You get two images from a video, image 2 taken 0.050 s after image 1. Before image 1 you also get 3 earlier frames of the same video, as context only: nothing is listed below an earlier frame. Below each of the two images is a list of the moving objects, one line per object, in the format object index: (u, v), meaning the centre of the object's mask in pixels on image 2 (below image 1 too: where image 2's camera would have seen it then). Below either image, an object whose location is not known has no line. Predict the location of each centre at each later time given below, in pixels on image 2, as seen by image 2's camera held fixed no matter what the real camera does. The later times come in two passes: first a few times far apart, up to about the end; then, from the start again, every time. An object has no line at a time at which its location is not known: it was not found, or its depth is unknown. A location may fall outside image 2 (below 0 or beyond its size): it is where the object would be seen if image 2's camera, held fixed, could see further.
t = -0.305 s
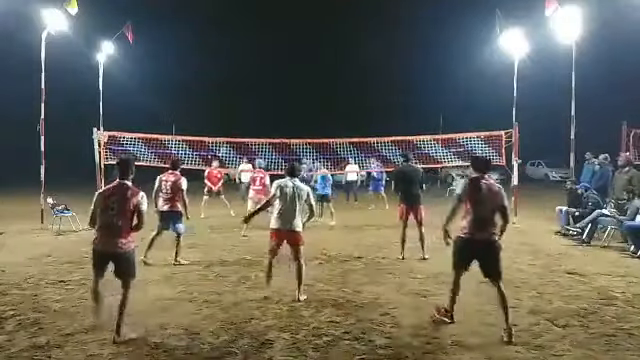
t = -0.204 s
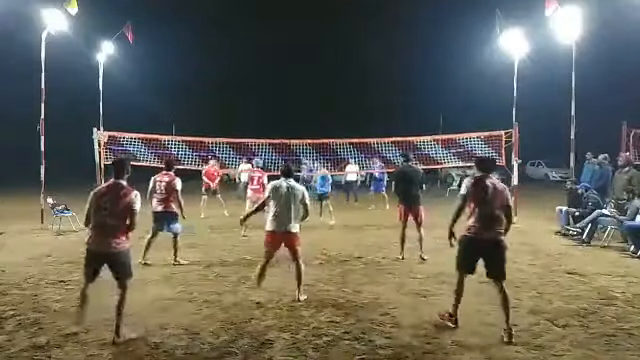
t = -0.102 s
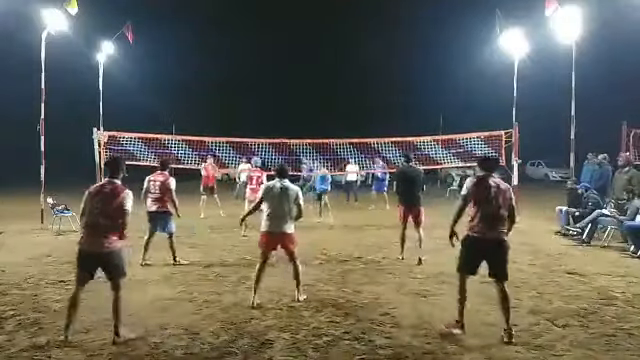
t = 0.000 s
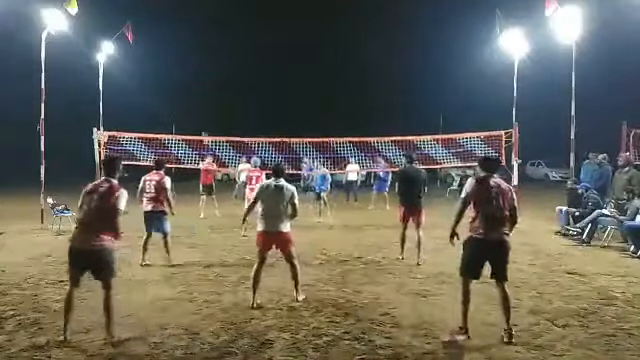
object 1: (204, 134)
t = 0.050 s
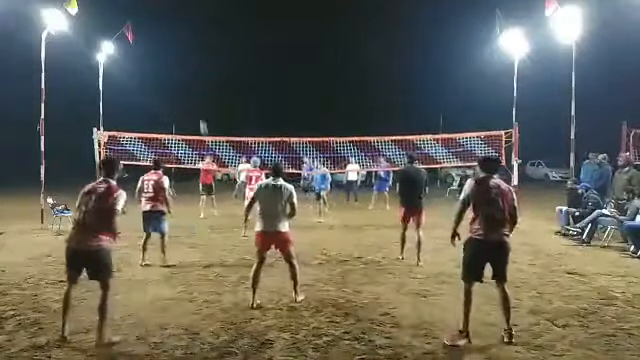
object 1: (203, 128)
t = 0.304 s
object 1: (190, 80)
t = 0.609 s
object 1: (171, 50)
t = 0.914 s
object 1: (148, 59)
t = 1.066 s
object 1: (135, 85)
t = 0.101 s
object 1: (200, 116)
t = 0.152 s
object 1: (198, 107)
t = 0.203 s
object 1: (196, 97)
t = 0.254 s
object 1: (193, 89)
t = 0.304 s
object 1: (190, 80)
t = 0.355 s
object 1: (187, 72)
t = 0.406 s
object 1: (184, 66)
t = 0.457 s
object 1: (181, 61)
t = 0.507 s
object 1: (178, 56)
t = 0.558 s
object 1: (175, 53)
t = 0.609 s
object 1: (171, 50)
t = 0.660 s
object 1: (168, 48)
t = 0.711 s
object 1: (164, 47)
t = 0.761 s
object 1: (160, 48)
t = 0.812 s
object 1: (157, 50)
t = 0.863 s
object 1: (152, 54)
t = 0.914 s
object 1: (148, 59)
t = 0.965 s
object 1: (144, 66)
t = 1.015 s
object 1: (139, 75)
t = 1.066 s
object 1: (135, 85)
